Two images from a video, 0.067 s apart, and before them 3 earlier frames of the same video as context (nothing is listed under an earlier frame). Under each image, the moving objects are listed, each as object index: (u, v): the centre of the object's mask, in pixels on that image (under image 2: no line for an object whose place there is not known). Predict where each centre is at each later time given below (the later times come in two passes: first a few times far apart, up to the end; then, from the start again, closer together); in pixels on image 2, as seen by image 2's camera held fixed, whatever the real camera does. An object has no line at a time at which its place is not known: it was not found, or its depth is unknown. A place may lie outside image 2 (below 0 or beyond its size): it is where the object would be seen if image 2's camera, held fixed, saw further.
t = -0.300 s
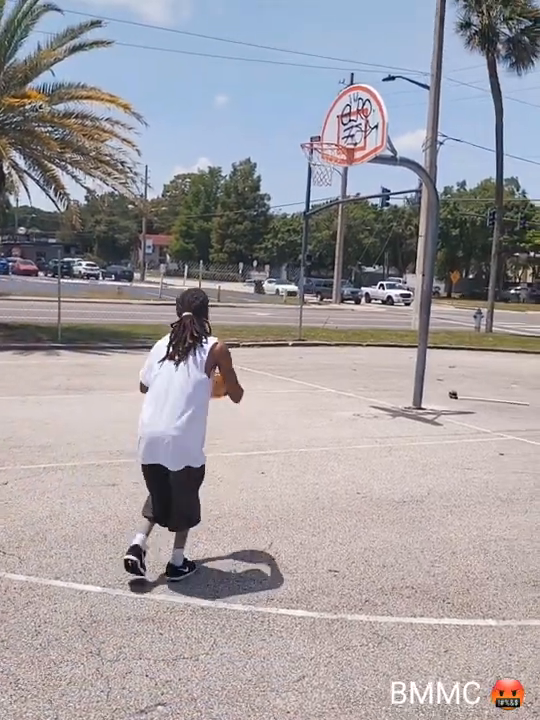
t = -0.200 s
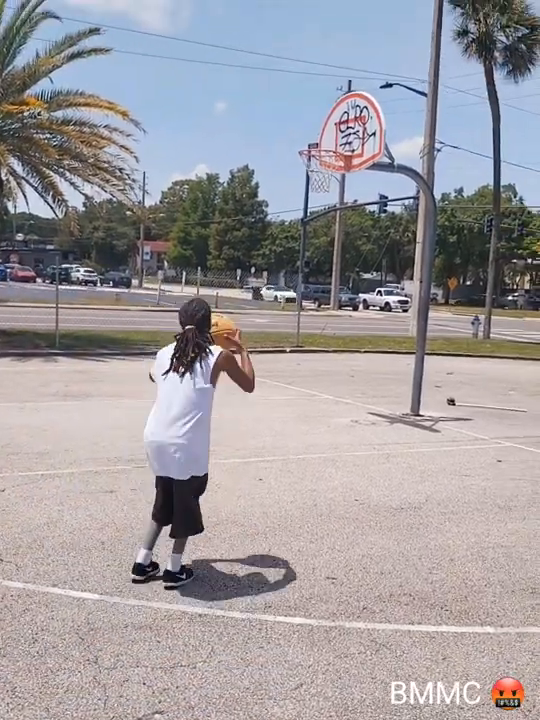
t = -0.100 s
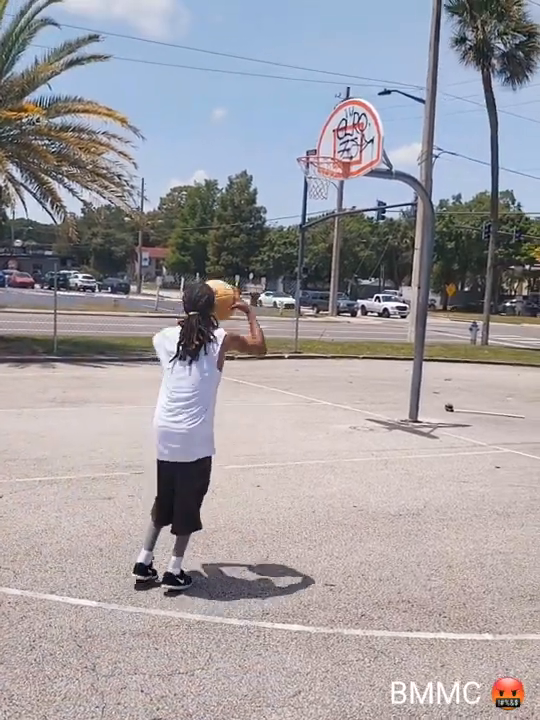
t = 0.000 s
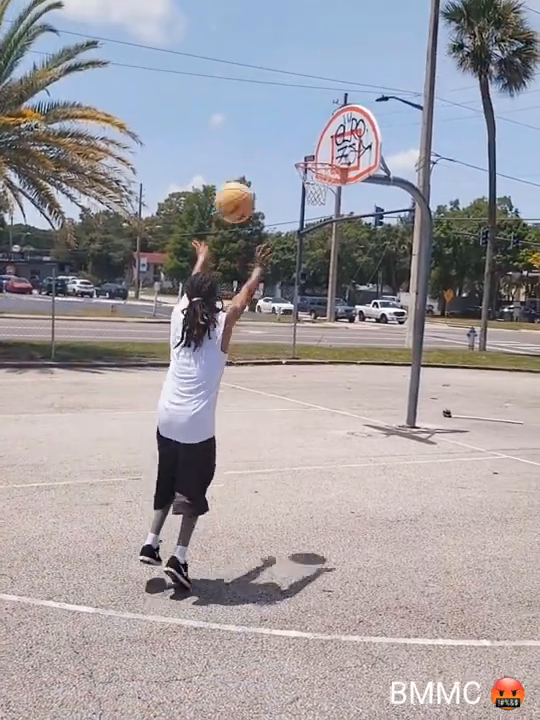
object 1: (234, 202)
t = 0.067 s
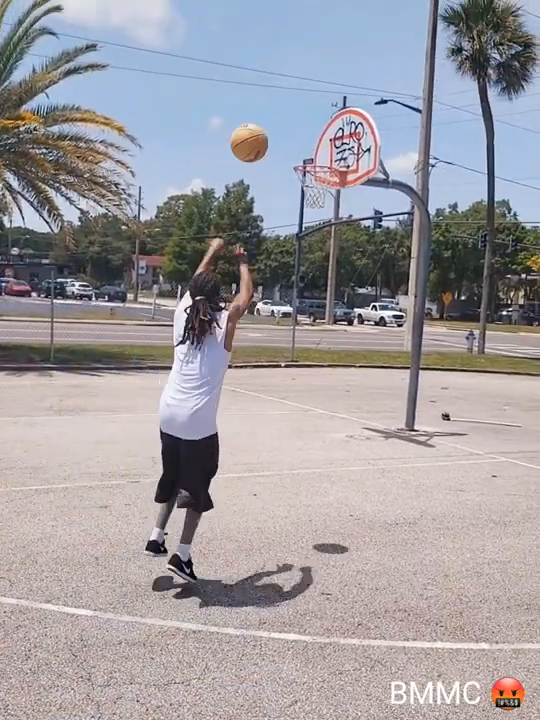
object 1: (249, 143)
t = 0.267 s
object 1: (286, 25)
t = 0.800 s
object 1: (339, 23)
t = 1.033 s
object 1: (349, 105)
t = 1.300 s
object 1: (320, 211)
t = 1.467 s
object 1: (281, 284)
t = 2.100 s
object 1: (151, 270)
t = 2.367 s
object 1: (94, 240)
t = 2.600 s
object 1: (42, 266)
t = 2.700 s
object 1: (21, 291)
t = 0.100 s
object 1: (256, 117)
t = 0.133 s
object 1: (263, 94)
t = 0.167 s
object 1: (270, 73)
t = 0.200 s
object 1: (276, 54)
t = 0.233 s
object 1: (281, 39)
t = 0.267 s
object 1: (286, 25)
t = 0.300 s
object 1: (292, 13)
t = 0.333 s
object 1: (296, 5)
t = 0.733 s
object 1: (334, 5)
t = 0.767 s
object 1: (337, 14)
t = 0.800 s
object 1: (339, 23)
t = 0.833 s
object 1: (340, 32)
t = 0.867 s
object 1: (342, 42)
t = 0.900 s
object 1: (343, 54)
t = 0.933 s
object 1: (345, 66)
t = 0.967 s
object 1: (347, 78)
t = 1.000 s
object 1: (348, 92)
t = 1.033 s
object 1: (349, 105)
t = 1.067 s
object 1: (350, 118)
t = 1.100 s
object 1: (351, 134)
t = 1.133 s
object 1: (351, 150)
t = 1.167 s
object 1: (352, 166)
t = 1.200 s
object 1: (344, 177)
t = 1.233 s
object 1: (336, 186)
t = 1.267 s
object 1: (327, 198)
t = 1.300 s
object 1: (320, 211)
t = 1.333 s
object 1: (311, 224)
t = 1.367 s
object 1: (303, 237)
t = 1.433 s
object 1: (288, 268)
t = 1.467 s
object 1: (281, 284)
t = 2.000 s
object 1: (175, 294)
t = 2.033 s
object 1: (166, 288)
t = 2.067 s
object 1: (158, 278)
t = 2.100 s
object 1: (151, 270)
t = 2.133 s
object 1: (144, 261)
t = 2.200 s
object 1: (130, 251)
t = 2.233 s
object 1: (123, 247)
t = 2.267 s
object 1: (115, 244)
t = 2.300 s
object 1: (108, 242)
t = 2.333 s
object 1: (101, 240)
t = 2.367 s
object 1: (94, 240)
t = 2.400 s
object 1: (86, 240)
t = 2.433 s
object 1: (80, 242)
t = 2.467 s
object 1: (73, 245)
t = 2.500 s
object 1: (65, 248)
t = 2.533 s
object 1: (57, 253)
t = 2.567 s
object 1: (49, 259)
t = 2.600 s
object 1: (42, 266)
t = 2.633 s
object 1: (35, 274)
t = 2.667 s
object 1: (28, 282)
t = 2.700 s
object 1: (21, 291)
